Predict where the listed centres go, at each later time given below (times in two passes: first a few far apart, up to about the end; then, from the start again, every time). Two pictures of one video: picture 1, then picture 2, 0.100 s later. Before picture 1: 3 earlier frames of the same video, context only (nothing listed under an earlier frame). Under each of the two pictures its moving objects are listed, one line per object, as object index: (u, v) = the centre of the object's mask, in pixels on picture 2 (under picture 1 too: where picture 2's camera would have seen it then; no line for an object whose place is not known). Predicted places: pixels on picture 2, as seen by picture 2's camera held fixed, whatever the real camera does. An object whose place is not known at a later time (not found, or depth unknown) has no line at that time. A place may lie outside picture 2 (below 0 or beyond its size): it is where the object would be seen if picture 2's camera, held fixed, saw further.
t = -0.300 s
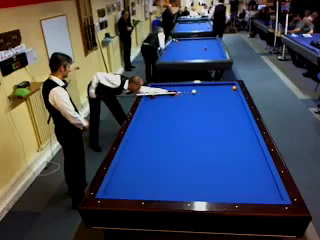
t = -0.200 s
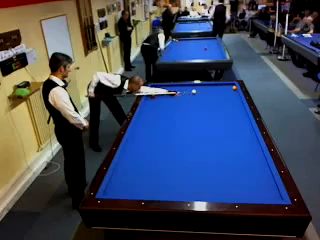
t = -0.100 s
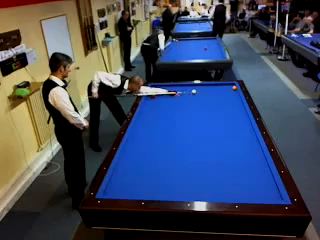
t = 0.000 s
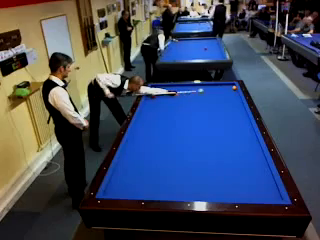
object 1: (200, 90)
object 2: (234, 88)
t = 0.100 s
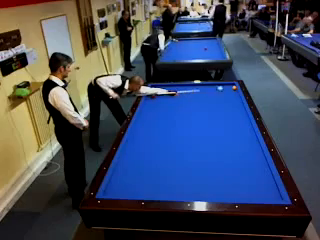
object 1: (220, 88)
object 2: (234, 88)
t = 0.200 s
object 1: (233, 85)
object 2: (234, 87)
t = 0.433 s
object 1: (214, 88)
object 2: (224, 91)
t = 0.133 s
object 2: (234, 88)
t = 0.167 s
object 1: (231, 86)
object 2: (233, 87)
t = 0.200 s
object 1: (233, 85)
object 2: (234, 87)
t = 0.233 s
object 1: (230, 84)
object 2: (232, 88)
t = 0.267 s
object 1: (227, 84)
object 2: (231, 89)
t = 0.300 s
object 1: (224, 84)
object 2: (229, 89)
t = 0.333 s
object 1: (221, 85)
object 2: (228, 89)
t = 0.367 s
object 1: (219, 86)
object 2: (227, 90)
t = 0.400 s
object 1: (216, 88)
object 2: (226, 90)
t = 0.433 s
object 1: (214, 88)
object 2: (224, 91)
